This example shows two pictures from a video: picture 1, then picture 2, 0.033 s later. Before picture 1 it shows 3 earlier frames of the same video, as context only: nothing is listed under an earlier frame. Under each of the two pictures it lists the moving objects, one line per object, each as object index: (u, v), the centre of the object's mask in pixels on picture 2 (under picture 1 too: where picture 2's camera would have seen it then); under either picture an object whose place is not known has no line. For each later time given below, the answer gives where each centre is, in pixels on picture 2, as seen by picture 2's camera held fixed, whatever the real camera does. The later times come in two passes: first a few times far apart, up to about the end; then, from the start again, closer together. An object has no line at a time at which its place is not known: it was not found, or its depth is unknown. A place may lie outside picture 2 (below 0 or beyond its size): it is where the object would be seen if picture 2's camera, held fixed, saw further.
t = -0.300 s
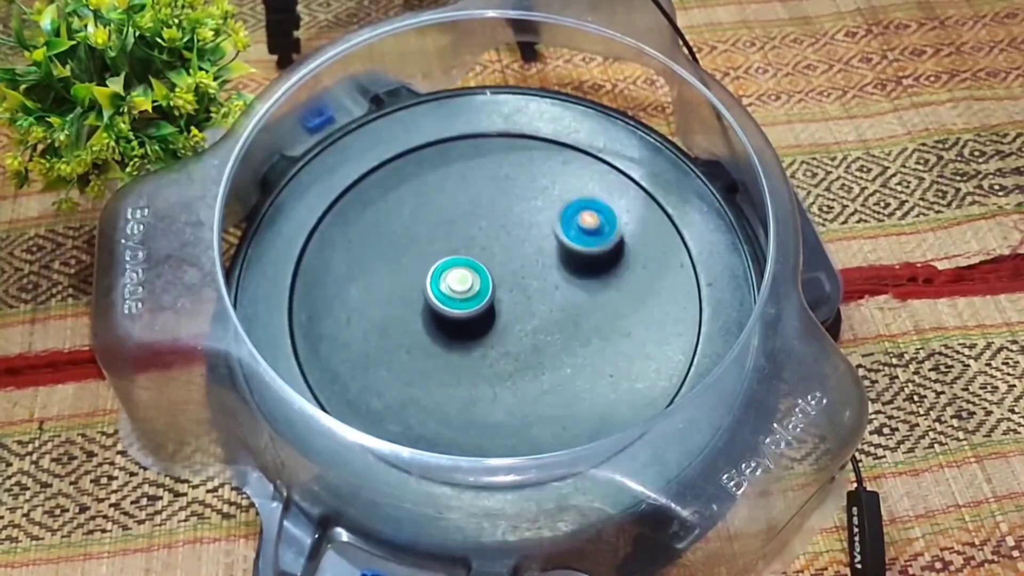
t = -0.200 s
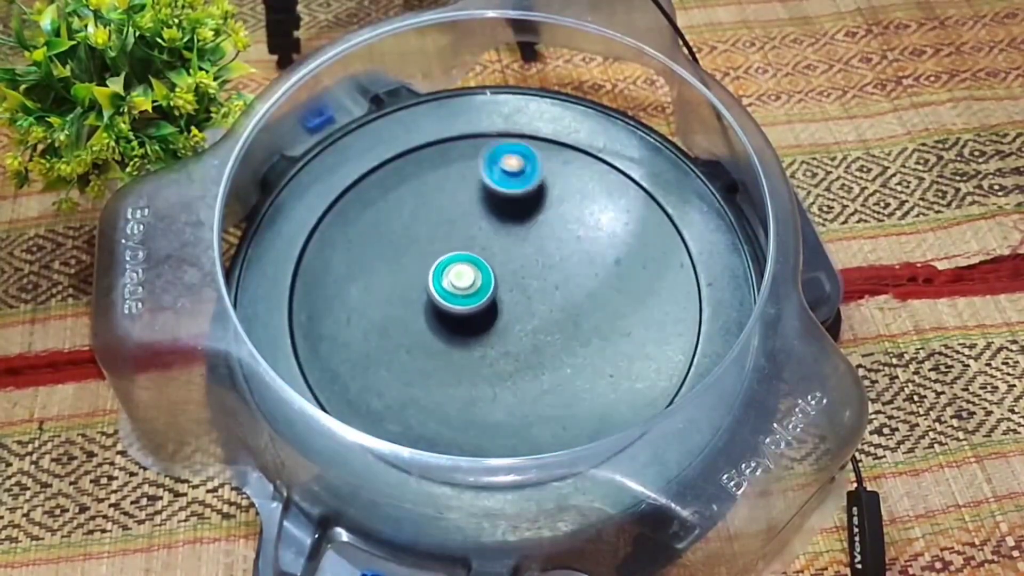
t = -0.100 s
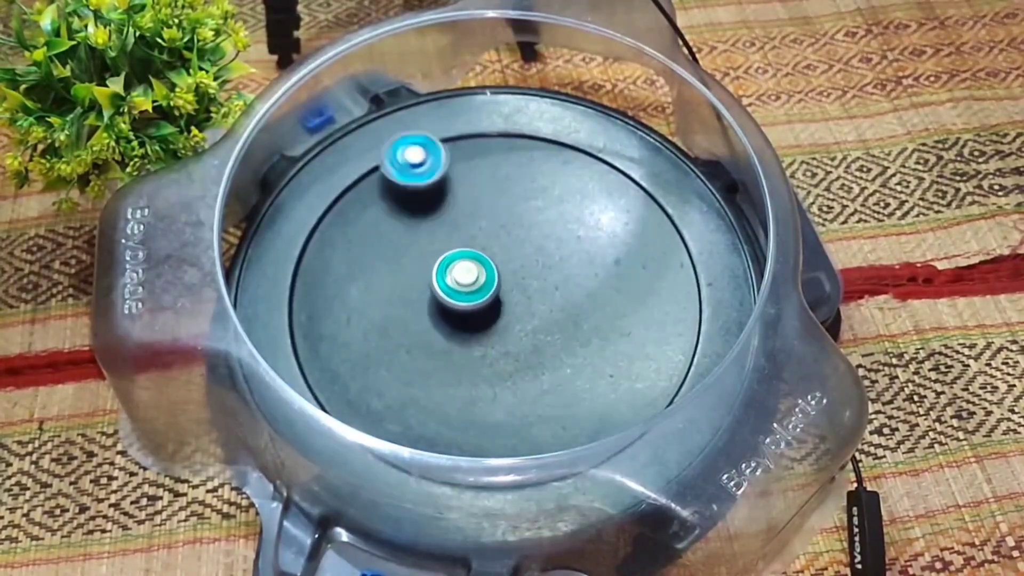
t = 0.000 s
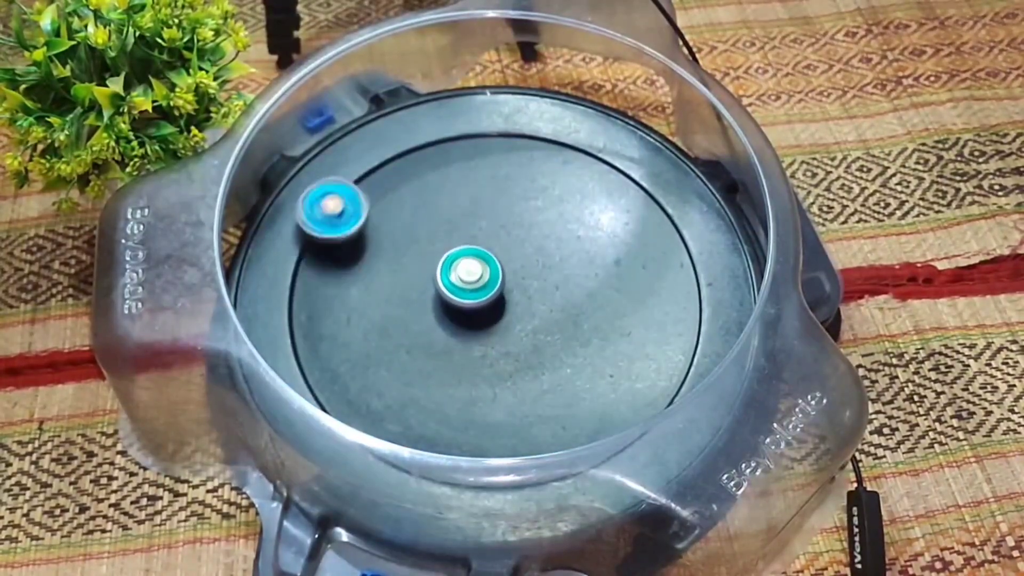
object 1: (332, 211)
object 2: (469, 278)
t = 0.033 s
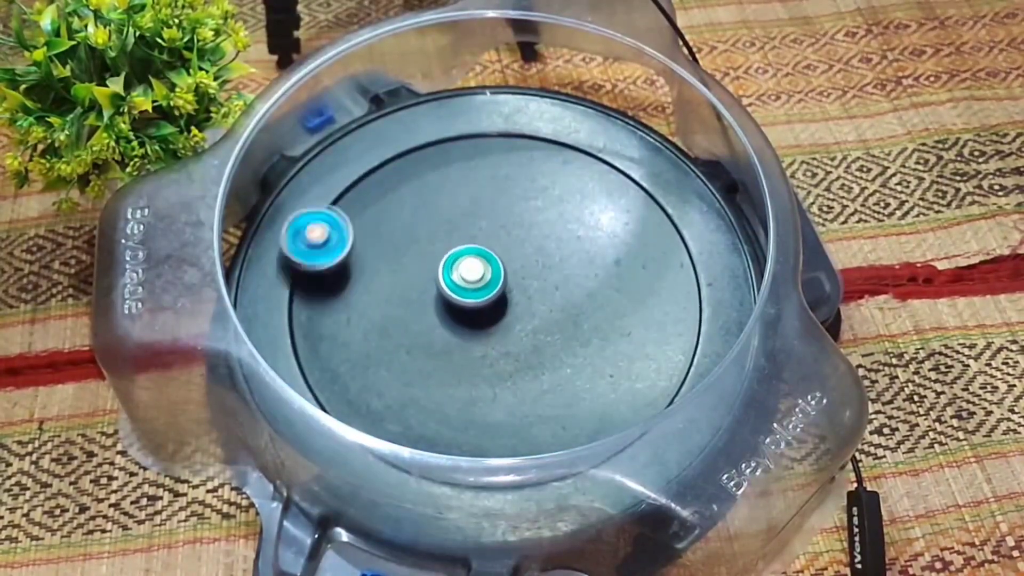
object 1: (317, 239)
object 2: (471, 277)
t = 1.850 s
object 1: (384, 266)
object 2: (545, 328)
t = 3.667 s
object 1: (334, 242)
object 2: (441, 321)
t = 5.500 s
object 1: (408, 249)
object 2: (533, 281)
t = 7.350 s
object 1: (429, 180)
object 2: (474, 334)
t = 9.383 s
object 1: (541, 176)
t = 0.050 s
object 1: (312, 255)
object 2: (472, 276)
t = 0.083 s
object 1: (309, 288)
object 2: (474, 276)
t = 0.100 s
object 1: (312, 305)
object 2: (475, 275)
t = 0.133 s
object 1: (324, 339)
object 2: (477, 275)
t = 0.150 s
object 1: (334, 355)
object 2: (478, 274)
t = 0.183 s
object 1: (361, 382)
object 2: (480, 274)
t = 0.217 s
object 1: (397, 403)
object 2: (482, 273)
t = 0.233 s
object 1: (415, 410)
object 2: (483, 273)
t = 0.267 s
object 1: (457, 419)
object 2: (486, 273)
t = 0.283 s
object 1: (478, 421)
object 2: (487, 273)
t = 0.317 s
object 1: (520, 418)
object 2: (489, 273)
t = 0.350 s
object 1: (560, 406)
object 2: (492, 272)
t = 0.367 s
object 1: (576, 397)
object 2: (493, 272)
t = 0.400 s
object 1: (610, 376)
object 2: (496, 272)
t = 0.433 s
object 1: (632, 349)
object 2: (499, 272)
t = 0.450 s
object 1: (642, 335)
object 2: (501, 272)
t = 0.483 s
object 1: (654, 304)
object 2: (503, 272)
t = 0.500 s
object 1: (658, 289)
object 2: (505, 272)
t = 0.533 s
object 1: (657, 257)
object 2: (508, 272)
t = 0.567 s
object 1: (649, 228)
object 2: (510, 272)
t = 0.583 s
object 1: (643, 214)
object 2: (512, 272)
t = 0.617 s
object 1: (625, 190)
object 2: (514, 271)
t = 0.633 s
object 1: (614, 177)
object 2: (515, 271)
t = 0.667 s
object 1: (588, 161)
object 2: (517, 271)
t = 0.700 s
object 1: (558, 148)
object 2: (519, 272)
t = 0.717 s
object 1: (542, 145)
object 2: (520, 272)
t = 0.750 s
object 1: (510, 143)
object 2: (521, 272)
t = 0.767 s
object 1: (494, 144)
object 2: (522, 272)
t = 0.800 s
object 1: (462, 150)
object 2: (523, 272)
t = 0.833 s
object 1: (431, 163)
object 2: (525, 272)
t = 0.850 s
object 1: (418, 171)
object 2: (525, 272)
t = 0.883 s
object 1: (393, 193)
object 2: (526, 273)
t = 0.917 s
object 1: (374, 218)
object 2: (527, 273)
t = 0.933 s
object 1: (367, 233)
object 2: (528, 274)
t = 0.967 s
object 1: (359, 264)
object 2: (529, 275)
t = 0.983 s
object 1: (357, 281)
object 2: (530, 276)
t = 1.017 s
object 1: (361, 313)
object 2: (531, 278)
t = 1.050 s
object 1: (373, 346)
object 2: (533, 281)
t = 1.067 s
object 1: (381, 361)
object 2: (533, 281)
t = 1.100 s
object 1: (405, 389)
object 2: (535, 284)
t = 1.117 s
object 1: (419, 399)
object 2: (536, 285)
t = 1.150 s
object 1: (453, 418)
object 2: (538, 287)
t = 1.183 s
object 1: (491, 428)
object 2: (540, 289)
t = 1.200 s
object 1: (510, 429)
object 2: (541, 290)
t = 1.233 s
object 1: (548, 428)
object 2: (542, 292)
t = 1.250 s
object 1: (572, 431)
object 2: (543, 293)
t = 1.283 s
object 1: (609, 420)
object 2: (545, 295)
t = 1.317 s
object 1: (643, 401)
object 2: (547, 297)
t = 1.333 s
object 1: (653, 387)
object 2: (547, 298)
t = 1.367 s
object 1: (677, 363)
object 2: (550, 299)
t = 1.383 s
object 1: (685, 351)
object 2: (551, 300)
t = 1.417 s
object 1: (695, 323)
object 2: (552, 301)
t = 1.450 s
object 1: (694, 293)
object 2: (553, 302)
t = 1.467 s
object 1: (691, 279)
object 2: (553, 302)
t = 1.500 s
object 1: (678, 253)
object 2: (554, 304)
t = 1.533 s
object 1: (659, 230)
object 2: (554, 305)
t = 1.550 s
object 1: (648, 219)
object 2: (554, 306)
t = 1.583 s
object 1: (622, 202)
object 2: (553, 307)
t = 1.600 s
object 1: (608, 197)
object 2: (553, 308)
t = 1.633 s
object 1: (576, 188)
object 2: (552, 310)
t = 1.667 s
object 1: (541, 186)
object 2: (551, 312)
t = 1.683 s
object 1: (524, 187)
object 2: (550, 314)
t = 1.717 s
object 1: (492, 192)
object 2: (549, 316)
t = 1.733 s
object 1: (475, 198)
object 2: (549, 318)
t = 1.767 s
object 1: (444, 211)
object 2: (548, 321)
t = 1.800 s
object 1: (416, 230)
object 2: (547, 324)
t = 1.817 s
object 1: (404, 241)
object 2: (546, 325)
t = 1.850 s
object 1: (384, 266)
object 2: (545, 328)
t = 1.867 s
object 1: (377, 279)
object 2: (545, 329)
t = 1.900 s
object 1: (366, 309)
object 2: (545, 332)
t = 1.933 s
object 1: (363, 339)
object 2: (545, 335)
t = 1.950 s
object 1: (364, 355)
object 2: (545, 336)
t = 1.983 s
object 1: (372, 384)
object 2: (545, 337)
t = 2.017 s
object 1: (390, 409)
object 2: (545, 337)
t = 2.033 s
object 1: (404, 419)
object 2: (545, 337)
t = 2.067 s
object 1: (430, 446)
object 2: (545, 337)
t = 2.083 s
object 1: (445, 454)
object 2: (544, 337)
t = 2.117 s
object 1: (481, 466)
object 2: (541, 337)
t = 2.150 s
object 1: (524, 463)
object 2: (538, 337)
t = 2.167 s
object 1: (547, 458)
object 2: (537, 338)
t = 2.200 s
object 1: (583, 446)
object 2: (533, 339)
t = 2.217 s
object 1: (597, 438)
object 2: (531, 340)
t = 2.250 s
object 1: (624, 416)
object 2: (527, 342)
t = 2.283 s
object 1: (640, 390)
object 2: (523, 344)
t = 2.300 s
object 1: (646, 378)
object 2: (521, 345)
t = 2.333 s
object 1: (651, 349)
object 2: (518, 348)
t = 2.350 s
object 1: (650, 334)
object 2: (517, 350)
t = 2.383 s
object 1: (642, 307)
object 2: (515, 352)
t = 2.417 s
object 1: (628, 281)
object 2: (513, 355)
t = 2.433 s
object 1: (618, 269)
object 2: (513, 356)
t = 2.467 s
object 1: (594, 249)
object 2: (512, 358)
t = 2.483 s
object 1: (580, 240)
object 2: (512, 358)
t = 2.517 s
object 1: (551, 228)
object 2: (512, 359)
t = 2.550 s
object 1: (518, 218)
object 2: (512, 359)
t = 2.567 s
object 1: (502, 217)
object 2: (512, 359)
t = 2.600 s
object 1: (471, 216)
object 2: (511, 358)
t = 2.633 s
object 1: (438, 222)
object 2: (509, 356)
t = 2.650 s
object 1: (422, 226)
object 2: (508, 355)
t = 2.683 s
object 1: (393, 238)
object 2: (505, 352)
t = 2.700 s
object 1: (380, 246)
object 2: (503, 351)
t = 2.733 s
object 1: (357, 265)
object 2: (499, 349)
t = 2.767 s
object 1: (339, 288)
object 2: (494, 347)
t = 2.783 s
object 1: (333, 301)
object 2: (492, 347)
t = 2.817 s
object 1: (326, 328)
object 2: (487, 346)
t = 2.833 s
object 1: (326, 342)
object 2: (484, 346)
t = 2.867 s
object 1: (332, 371)
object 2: (479, 346)
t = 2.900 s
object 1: (349, 393)
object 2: (474, 346)
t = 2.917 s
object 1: (359, 402)
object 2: (472, 346)
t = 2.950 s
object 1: (386, 418)
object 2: (469, 347)
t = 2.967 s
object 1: (402, 424)
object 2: (467, 347)
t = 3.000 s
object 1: (434, 433)
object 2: (465, 348)
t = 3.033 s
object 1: (467, 436)
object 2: (464, 350)
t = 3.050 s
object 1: (487, 436)
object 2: (463, 350)
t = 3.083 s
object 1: (520, 431)
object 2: (463, 351)
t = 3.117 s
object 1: (552, 421)
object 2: (463, 351)
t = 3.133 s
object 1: (565, 412)
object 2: (464, 351)
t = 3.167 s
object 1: (587, 388)
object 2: (464, 350)
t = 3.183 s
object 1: (595, 375)
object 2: (465, 349)
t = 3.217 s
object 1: (605, 345)
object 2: (466, 346)
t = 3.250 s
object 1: (607, 316)
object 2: (466, 342)
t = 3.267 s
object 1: (606, 301)
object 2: (466, 341)
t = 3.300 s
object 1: (597, 273)
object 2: (465, 337)
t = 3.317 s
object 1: (590, 260)
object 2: (464, 335)
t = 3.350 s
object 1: (574, 236)
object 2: (462, 332)
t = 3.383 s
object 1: (553, 217)
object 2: (459, 328)
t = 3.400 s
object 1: (540, 208)
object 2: (457, 327)
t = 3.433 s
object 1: (513, 195)
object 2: (454, 325)
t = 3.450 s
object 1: (499, 190)
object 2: (453, 324)
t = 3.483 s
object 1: (470, 183)
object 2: (449, 322)
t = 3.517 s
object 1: (440, 181)
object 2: (447, 321)
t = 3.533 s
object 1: (425, 183)
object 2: (445, 321)
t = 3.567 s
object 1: (397, 190)
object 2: (443, 321)
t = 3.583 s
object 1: (384, 196)
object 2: (442, 321)
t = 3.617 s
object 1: (361, 211)
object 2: (441, 321)
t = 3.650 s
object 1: (341, 231)
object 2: (440, 321)
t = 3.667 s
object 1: (334, 242)
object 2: (441, 321)
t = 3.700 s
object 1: (325, 268)
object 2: (442, 321)
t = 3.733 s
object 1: (323, 295)
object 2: (444, 321)
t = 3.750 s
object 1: (326, 309)
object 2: (446, 320)
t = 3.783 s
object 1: (335, 336)
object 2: (449, 318)
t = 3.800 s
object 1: (344, 348)
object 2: (451, 316)
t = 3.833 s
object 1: (365, 372)
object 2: (454, 313)
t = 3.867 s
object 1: (393, 390)
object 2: (456, 309)
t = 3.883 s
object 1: (409, 396)
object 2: (457, 307)
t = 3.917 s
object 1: (444, 406)
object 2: (458, 302)
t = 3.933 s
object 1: (461, 408)
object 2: (459, 300)
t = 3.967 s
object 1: (498, 407)
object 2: (459, 296)
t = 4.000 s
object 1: (532, 398)
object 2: (458, 292)
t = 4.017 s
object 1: (548, 393)
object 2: (458, 290)
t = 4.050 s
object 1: (577, 375)
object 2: (457, 287)
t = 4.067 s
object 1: (589, 366)
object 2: (456, 286)
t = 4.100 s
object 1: (610, 341)
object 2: (455, 284)
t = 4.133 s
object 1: (623, 315)
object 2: (453, 282)
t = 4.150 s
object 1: (627, 301)
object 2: (453, 282)
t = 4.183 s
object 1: (630, 274)
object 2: (452, 281)
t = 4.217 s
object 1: (626, 248)
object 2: (452, 281)
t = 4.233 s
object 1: (622, 235)
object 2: (452, 282)
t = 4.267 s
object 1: (609, 213)
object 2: (452, 282)
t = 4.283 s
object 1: (601, 203)
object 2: (453, 283)
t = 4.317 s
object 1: (581, 184)
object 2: (456, 284)
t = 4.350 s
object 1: (556, 171)
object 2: (460, 284)
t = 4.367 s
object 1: (543, 167)
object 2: (462, 285)
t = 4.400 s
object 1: (515, 161)
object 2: (466, 284)
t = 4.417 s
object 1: (501, 161)
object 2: (468, 284)
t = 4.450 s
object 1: (474, 164)
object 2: (473, 282)
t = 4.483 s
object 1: (448, 173)
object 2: (478, 280)
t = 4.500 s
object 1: (435, 179)
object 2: (480, 279)
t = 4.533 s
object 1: (412, 196)
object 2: (483, 277)
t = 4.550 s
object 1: (402, 206)
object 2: (485, 276)
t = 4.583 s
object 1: (386, 228)
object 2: (489, 273)
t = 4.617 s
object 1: (376, 254)
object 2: (491, 271)
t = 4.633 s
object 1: (373, 268)
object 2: (492, 269)
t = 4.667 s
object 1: (373, 296)
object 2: (494, 267)
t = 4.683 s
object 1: (376, 310)
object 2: (494, 267)
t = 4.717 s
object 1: (385, 339)
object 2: (495, 265)
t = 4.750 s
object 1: (402, 365)
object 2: (496, 264)
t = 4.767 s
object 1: (413, 376)
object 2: (497, 263)
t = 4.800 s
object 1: (439, 396)
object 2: (497, 263)
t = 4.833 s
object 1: (470, 410)
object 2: (497, 263)
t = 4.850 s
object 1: (486, 415)
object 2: (497, 263)
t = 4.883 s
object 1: (522, 419)
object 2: (498, 263)
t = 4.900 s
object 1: (541, 419)
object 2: (498, 264)
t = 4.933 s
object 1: (574, 413)
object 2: (499, 265)
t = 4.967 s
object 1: (608, 401)
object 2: (501, 268)
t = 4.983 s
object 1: (620, 393)
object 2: (502, 269)
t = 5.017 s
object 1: (646, 374)
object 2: (506, 271)
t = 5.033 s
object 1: (656, 361)
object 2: (508, 272)
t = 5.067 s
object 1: (669, 336)
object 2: (511, 273)
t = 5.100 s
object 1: (676, 308)
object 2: (515, 275)
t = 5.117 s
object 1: (676, 296)
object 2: (517, 275)
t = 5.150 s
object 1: (671, 269)
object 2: (521, 275)
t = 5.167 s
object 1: (666, 257)
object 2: (523, 275)
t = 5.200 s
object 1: (649, 235)
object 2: (526, 275)
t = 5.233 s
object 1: (629, 216)
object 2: (528, 274)
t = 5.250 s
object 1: (616, 209)
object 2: (529, 275)
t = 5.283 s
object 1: (590, 201)
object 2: (531, 274)
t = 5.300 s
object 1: (575, 197)
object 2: (531, 274)
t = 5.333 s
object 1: (544, 193)
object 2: (532, 274)
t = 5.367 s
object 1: (514, 194)
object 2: (532, 274)
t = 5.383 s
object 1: (498, 196)
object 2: (533, 275)
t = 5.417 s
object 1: (470, 206)
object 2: (533, 276)
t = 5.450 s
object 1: (442, 220)
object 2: (533, 277)
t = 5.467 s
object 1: (430, 229)
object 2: (533, 278)
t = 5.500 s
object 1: (408, 249)
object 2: (533, 281)
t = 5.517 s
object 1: (399, 260)
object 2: (533, 282)
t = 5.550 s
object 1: (384, 286)
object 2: (534, 285)
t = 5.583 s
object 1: (375, 312)
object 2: (534, 289)
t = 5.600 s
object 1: (373, 327)
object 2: (535, 291)
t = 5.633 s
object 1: (372, 355)
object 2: (536, 294)
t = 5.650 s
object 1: (376, 370)
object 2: (537, 296)
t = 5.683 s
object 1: (387, 397)
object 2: (539, 299)
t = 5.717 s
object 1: (407, 416)
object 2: (542, 301)
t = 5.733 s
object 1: (420, 423)
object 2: (543, 302)
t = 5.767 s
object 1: (449, 435)
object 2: (546, 304)
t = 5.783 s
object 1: (462, 452)
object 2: (548, 305)
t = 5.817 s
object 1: (497, 462)
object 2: (549, 306)
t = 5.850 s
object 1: (532, 462)
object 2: (551, 306)
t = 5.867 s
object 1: (551, 459)
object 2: (552, 306)
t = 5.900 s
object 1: (579, 448)
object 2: (552, 306)
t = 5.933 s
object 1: (606, 433)
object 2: (552, 305)
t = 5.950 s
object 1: (619, 422)
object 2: (551, 305)
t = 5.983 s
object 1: (635, 395)
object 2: (549, 306)
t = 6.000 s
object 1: (642, 384)
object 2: (548, 306)
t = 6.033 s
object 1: (649, 359)
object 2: (545, 308)
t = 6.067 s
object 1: (649, 331)
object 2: (542, 311)
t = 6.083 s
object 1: (646, 318)
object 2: (540, 312)
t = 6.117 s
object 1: (635, 291)
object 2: (537, 316)
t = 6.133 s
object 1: (628, 280)
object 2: (536, 318)
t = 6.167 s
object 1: (609, 259)
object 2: (534, 323)
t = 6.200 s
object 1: (585, 241)
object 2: (532, 328)
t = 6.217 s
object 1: (573, 234)
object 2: (533, 330)
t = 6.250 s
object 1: (546, 223)
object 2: (533, 334)
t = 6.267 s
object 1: (532, 220)
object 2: (534, 336)
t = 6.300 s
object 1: (502, 214)
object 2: (536, 339)
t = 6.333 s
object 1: (472, 213)
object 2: (538, 341)
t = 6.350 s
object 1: (456, 214)
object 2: (539, 341)
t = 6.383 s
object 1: (428, 219)
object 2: (541, 341)
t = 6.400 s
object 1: (413, 225)
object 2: (542, 341)
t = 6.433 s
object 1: (388, 235)
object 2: (543, 340)
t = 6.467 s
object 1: (365, 252)
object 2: (542, 338)
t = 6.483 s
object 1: (355, 261)
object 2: (542, 337)
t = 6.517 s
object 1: (338, 282)
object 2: (539, 335)
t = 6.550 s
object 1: (328, 307)
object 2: (535, 334)
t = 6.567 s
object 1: (325, 320)
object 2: (533, 334)
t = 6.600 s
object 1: (325, 346)
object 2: (527, 334)
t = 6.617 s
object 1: (328, 360)
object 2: (525, 334)
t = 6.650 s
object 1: (342, 383)
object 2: (519, 335)
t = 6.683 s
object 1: (363, 402)
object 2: (513, 337)
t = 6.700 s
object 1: (376, 410)
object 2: (510, 338)
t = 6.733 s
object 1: (404, 423)
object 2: (506, 340)
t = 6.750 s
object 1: (420, 427)
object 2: (504, 341)
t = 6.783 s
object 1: (453, 433)
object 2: (500, 343)
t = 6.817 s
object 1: (488, 433)
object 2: (497, 346)
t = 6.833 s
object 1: (505, 431)
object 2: (495, 347)
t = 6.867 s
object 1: (535, 422)
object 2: (493, 349)
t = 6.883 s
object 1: (549, 416)
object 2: (492, 350)
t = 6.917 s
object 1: (575, 396)
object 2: (491, 353)
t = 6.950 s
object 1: (593, 372)
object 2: (490, 355)
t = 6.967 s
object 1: (600, 360)
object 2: (490, 355)
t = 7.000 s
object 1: (608, 333)
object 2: (490, 357)
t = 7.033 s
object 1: (611, 307)
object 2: (490, 357)
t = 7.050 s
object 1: (610, 293)
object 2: (490, 357)
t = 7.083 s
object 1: (603, 268)
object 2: (491, 356)
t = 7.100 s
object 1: (597, 255)
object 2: (491, 356)
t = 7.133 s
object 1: (583, 233)
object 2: (491, 353)
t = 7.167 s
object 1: (566, 214)
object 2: (491, 351)
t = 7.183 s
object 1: (556, 206)
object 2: (490, 349)
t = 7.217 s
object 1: (533, 193)
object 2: (488, 346)
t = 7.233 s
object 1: (521, 187)
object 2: (486, 344)
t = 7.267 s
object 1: (495, 178)
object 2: (483, 341)
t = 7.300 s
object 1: (469, 175)
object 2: (479, 338)
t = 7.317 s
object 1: (455, 176)
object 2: (477, 337)
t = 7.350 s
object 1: (429, 180)
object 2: (474, 334)
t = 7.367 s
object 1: (417, 183)
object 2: (472, 333)
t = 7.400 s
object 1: (394, 194)
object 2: (467, 332)
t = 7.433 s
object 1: (374, 209)
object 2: (463, 331)
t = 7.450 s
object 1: (364, 219)
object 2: (462, 331)
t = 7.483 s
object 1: (351, 240)
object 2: (458, 331)
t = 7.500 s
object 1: (346, 252)
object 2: (457, 331)
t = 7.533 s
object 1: (343, 278)
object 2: (455, 331)
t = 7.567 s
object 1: (345, 305)
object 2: (453, 332)
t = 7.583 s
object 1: (349, 318)
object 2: (452, 332)
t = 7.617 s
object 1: (361, 343)
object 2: (451, 332)
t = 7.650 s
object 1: (381, 367)
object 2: (451, 332)
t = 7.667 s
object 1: (393, 377)
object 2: (451, 332)
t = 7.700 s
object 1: (403, 405)
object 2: (462, 323)
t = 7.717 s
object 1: (412, 416)
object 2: (468, 320)
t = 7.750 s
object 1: (439, 429)
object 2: (474, 316)
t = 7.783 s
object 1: (469, 437)
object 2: (476, 312)
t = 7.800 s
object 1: (485, 439)
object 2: (477, 310)
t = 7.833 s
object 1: (518, 456)
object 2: (477, 305)
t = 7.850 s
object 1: (536, 457)
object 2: (477, 302)
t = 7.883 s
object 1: (567, 451)
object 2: (476, 297)
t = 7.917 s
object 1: (596, 439)
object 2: (475, 293)
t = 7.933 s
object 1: (607, 433)
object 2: (475, 291)
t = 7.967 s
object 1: (630, 412)
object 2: (474, 288)
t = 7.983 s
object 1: (636, 397)
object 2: (473, 286)
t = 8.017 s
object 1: (651, 378)
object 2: (472, 283)
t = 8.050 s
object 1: (658, 354)
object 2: (471, 281)
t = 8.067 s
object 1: (658, 341)
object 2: (471, 280)
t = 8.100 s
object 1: (655, 316)
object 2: (470, 278)
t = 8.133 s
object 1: (646, 293)
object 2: (469, 276)
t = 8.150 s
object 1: (639, 282)
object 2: (469, 276)
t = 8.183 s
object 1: (622, 262)
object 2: (468, 274)
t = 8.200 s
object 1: (612, 253)
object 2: (468, 274)
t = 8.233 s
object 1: (590, 238)
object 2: (467, 272)
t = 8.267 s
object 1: (566, 227)
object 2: (466, 272)
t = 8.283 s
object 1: (553, 223)
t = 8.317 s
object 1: (525, 216)
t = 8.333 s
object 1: (511, 214)
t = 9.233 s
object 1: (615, 231)
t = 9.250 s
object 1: (610, 222)
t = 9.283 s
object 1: (599, 205)
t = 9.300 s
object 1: (591, 199)
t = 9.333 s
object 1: (573, 186)
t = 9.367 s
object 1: (552, 178)
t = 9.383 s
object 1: (541, 176)
